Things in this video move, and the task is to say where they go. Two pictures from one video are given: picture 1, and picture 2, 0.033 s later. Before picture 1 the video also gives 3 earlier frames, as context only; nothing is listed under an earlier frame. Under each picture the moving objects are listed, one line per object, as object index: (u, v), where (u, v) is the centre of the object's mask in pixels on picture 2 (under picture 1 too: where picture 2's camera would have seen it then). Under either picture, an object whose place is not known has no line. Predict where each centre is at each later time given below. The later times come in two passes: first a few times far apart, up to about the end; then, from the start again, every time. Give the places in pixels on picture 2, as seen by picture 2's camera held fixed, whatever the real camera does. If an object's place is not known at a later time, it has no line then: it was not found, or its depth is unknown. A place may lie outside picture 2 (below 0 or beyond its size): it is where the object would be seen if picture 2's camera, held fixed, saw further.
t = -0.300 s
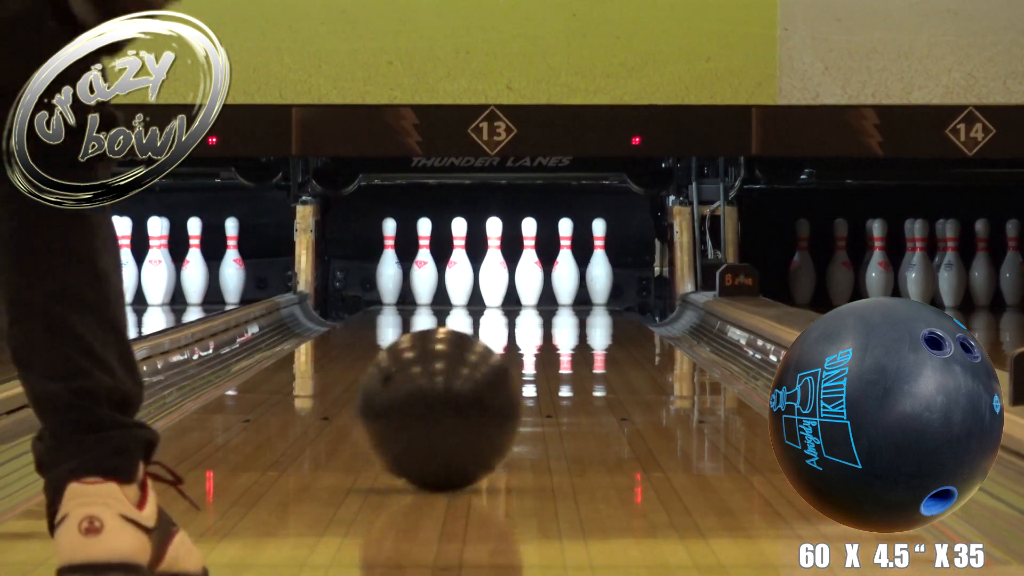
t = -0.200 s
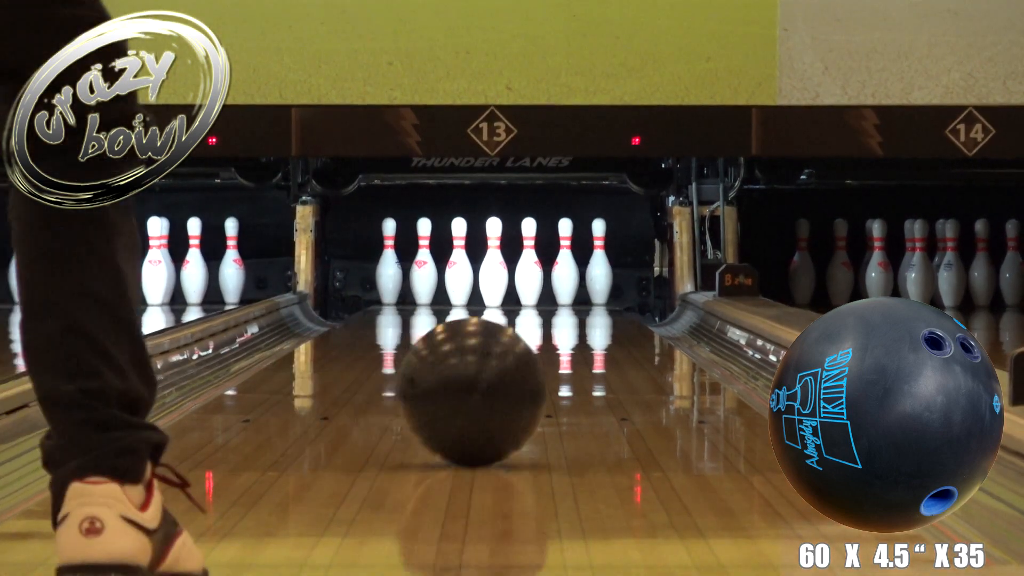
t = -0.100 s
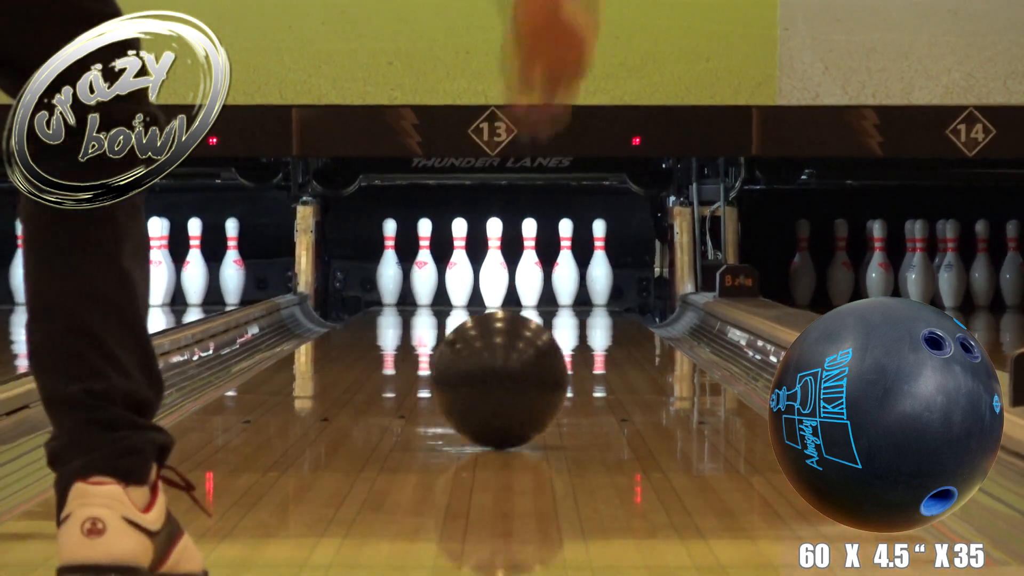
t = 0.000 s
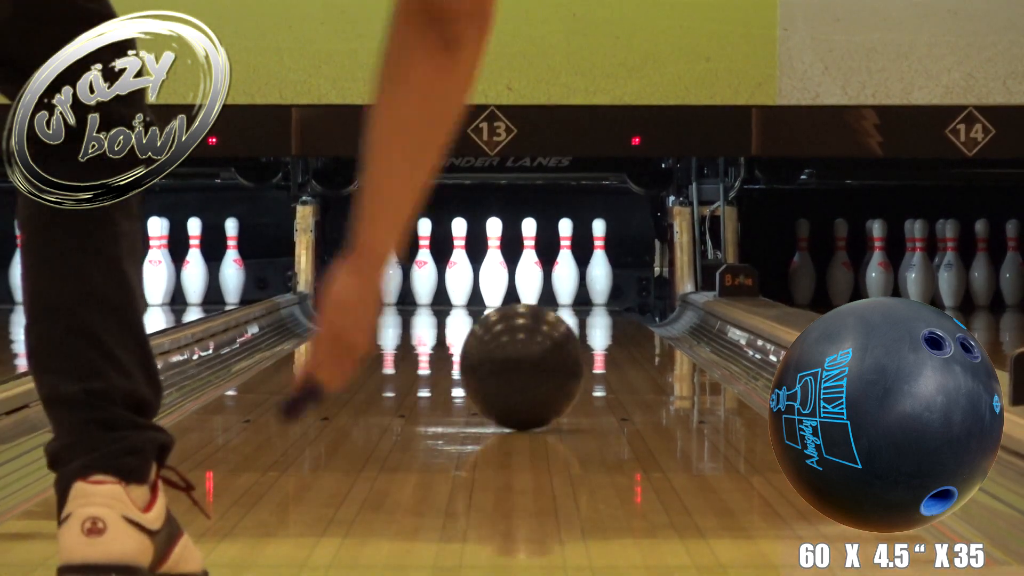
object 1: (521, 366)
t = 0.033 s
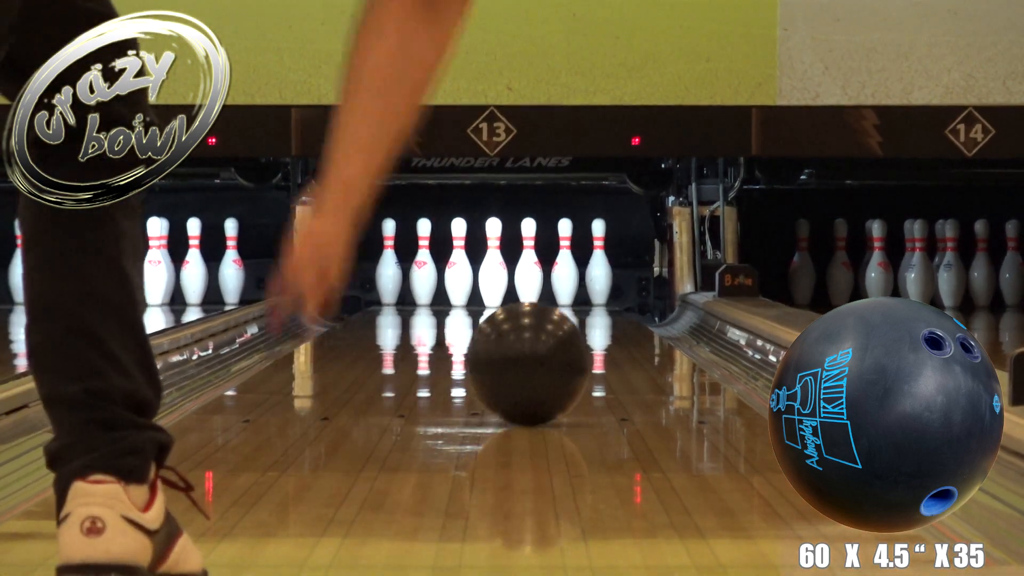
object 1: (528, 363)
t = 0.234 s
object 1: (560, 345)
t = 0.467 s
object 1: (585, 329)
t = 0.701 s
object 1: (603, 316)
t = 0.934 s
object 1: (611, 306)
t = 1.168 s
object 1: (611, 299)
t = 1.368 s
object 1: (600, 294)
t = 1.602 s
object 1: (572, 288)
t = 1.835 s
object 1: (540, 285)
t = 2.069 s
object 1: (513, 282)
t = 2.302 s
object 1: (523, 281)
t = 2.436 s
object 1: (530, 280)
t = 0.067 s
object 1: (534, 359)
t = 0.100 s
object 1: (540, 356)
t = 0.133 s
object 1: (546, 353)
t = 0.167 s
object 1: (551, 349)
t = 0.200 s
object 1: (555, 348)
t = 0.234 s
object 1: (560, 345)
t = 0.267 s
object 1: (564, 342)
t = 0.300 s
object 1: (569, 340)
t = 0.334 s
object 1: (573, 338)
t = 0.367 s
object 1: (576, 335)
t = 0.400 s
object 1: (579, 333)
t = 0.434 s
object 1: (582, 330)
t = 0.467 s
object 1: (585, 329)
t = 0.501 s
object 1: (588, 326)
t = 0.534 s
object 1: (591, 324)
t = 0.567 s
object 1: (594, 322)
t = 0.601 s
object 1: (596, 321)
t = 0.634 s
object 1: (598, 319)
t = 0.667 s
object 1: (600, 317)
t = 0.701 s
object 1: (603, 316)
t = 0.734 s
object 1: (604, 314)
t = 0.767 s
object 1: (606, 313)
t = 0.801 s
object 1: (607, 311)
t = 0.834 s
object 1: (608, 310)
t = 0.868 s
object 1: (610, 308)
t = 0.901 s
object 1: (611, 307)
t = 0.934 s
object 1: (611, 306)
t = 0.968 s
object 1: (612, 305)
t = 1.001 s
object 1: (612, 304)
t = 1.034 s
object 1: (612, 303)
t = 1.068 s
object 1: (613, 302)
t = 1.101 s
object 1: (612, 301)
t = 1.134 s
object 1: (611, 300)
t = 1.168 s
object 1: (611, 299)
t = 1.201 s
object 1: (610, 298)
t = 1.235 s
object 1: (609, 297)
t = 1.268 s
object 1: (607, 296)
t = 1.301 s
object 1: (605, 295)
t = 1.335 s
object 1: (602, 294)
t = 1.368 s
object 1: (600, 294)
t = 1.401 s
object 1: (596, 293)
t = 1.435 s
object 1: (593, 292)
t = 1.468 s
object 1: (589, 291)
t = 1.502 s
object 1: (585, 291)
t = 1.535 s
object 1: (581, 290)
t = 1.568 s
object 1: (575, 289)
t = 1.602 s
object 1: (572, 288)
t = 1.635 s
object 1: (567, 287)
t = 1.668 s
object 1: (561, 287)
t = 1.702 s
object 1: (557, 287)
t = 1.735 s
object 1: (553, 286)
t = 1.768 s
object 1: (549, 286)
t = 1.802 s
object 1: (544, 285)
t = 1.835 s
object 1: (540, 285)
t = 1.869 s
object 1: (537, 284)
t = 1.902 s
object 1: (531, 284)
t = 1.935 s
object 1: (528, 283)
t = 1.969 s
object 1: (523, 283)
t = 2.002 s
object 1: (520, 283)
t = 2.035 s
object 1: (516, 283)
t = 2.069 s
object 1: (513, 282)
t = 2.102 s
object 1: (511, 282)
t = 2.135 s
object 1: (513, 282)
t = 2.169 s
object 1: (513, 281)
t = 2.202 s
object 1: (514, 281)
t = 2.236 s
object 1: (515, 281)
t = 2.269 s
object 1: (518, 281)
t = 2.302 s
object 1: (523, 281)
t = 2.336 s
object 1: (526, 281)
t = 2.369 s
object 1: (528, 280)
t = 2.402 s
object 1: (531, 281)
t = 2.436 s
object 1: (530, 280)
